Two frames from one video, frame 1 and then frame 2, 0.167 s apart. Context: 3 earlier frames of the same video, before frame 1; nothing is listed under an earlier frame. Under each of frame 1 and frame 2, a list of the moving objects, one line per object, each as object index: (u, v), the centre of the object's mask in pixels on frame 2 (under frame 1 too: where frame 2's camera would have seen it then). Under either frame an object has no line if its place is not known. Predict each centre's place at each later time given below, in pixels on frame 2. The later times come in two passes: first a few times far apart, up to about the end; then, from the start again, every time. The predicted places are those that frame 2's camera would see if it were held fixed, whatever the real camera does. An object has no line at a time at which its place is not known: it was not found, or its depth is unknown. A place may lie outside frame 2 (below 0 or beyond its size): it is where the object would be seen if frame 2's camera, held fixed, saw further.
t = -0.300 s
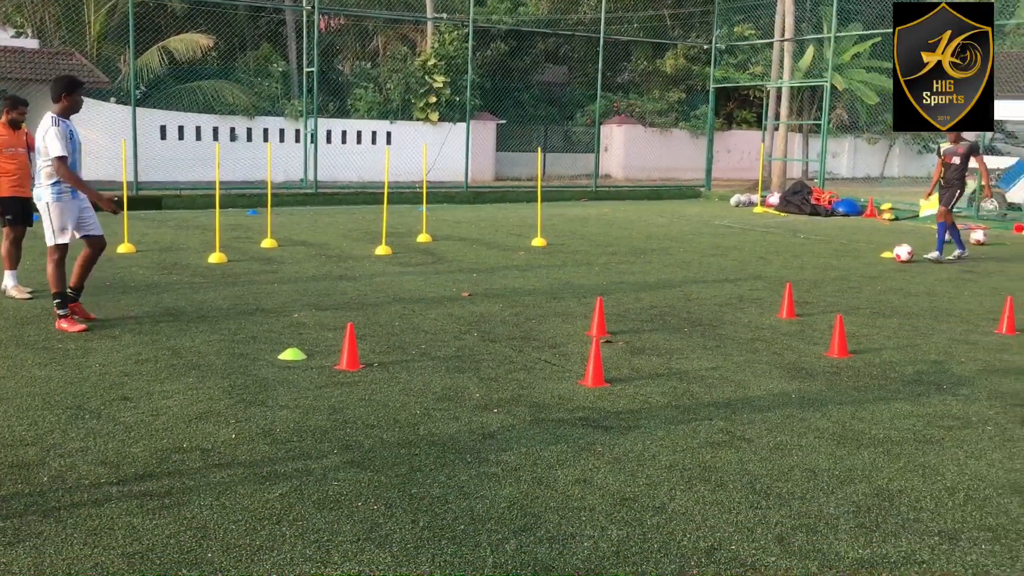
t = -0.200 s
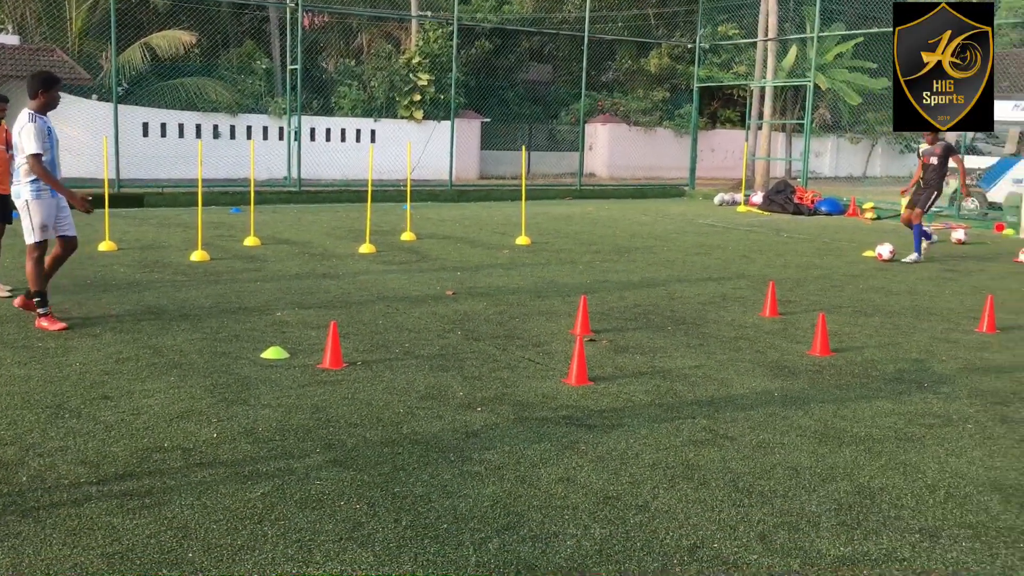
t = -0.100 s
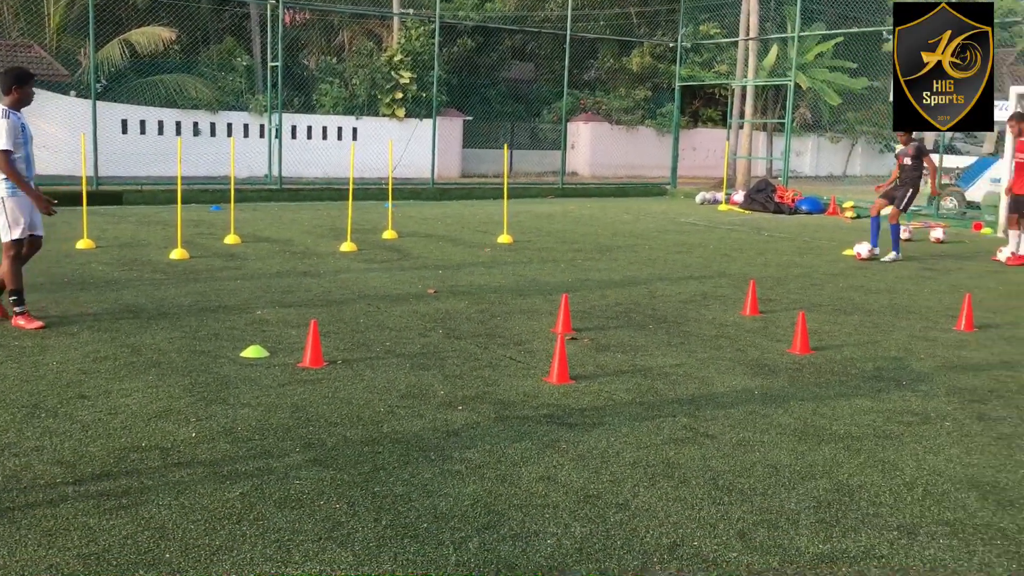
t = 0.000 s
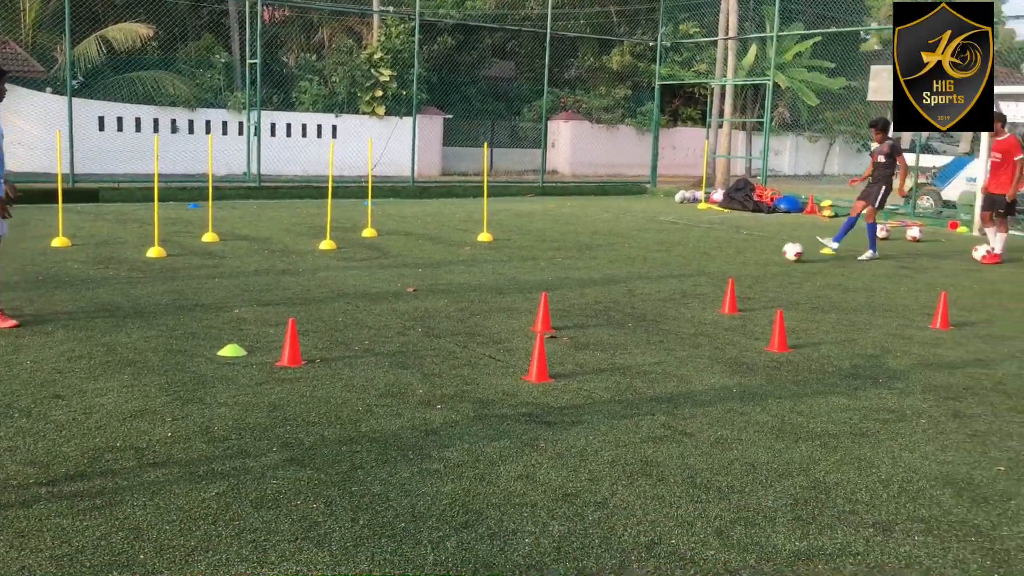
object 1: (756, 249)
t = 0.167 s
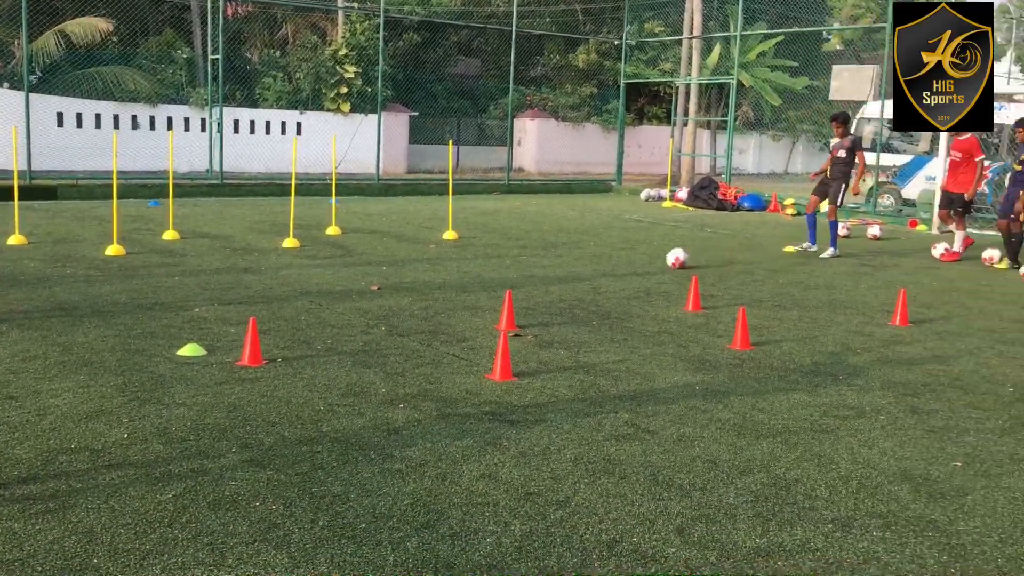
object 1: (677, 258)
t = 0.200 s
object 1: (662, 259)
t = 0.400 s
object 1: (574, 265)
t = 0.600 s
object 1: (488, 277)
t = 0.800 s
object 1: (393, 287)
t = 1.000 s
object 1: (292, 292)
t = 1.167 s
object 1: (204, 308)
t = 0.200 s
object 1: (662, 259)
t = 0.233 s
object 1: (647, 259)
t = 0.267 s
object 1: (632, 260)
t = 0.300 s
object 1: (616, 264)
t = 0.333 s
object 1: (602, 266)
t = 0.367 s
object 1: (589, 265)
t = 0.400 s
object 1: (574, 265)
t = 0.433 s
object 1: (560, 267)
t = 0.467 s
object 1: (546, 272)
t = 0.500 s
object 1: (532, 271)
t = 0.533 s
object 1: (516, 271)
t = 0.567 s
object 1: (502, 274)
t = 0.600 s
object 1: (488, 277)
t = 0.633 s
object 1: (473, 279)
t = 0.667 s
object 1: (457, 280)
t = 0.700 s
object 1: (442, 281)
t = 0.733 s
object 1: (427, 282)
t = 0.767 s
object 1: (410, 284)
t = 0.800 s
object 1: (393, 287)
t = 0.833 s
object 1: (378, 288)
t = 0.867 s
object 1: (362, 288)
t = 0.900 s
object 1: (344, 291)
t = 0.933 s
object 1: (326, 295)
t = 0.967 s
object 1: (310, 294)
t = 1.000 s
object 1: (292, 292)
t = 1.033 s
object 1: (272, 292)
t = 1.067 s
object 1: (253, 294)
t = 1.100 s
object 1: (235, 297)
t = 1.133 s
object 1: (217, 301)
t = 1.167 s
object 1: (204, 308)
